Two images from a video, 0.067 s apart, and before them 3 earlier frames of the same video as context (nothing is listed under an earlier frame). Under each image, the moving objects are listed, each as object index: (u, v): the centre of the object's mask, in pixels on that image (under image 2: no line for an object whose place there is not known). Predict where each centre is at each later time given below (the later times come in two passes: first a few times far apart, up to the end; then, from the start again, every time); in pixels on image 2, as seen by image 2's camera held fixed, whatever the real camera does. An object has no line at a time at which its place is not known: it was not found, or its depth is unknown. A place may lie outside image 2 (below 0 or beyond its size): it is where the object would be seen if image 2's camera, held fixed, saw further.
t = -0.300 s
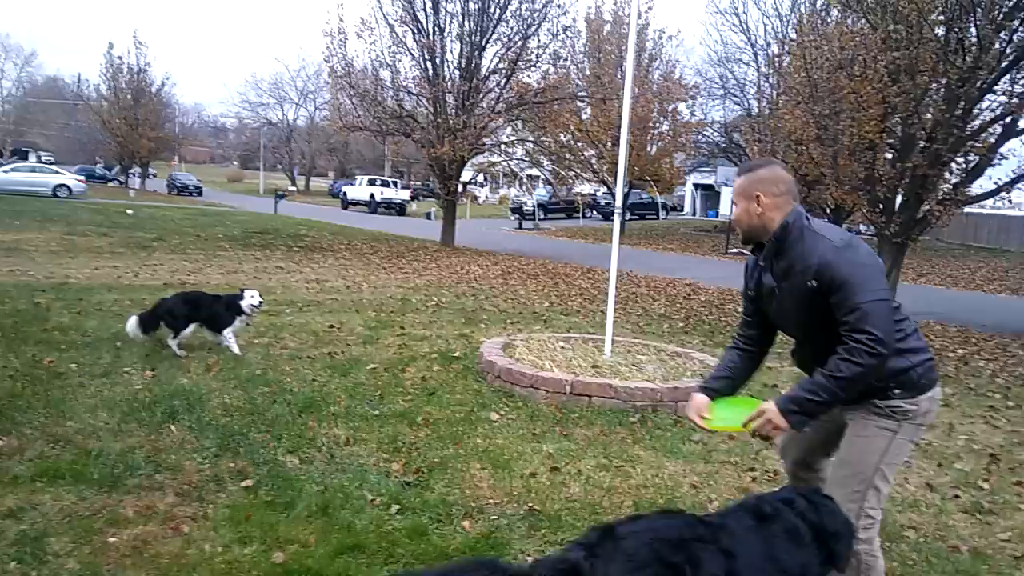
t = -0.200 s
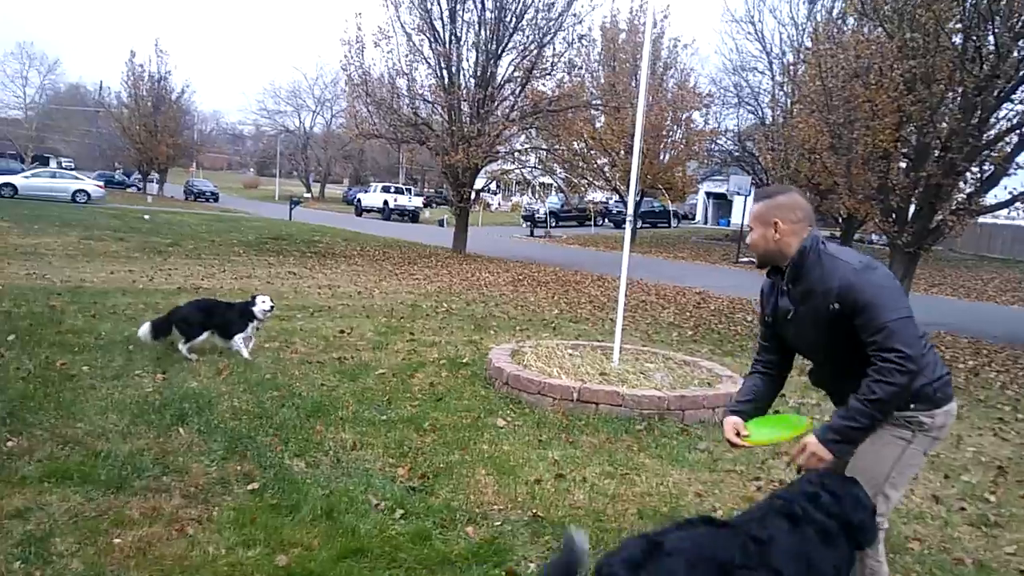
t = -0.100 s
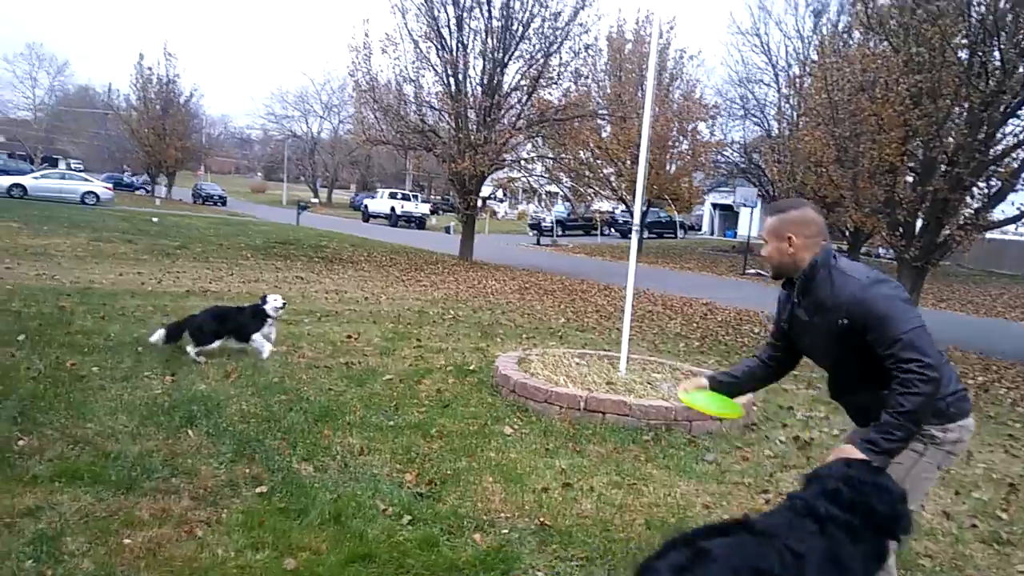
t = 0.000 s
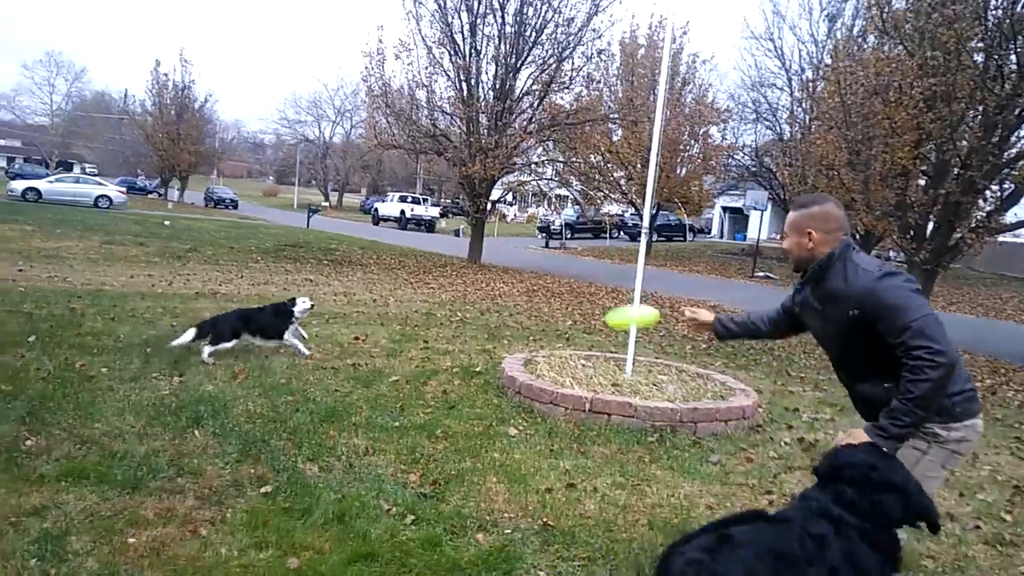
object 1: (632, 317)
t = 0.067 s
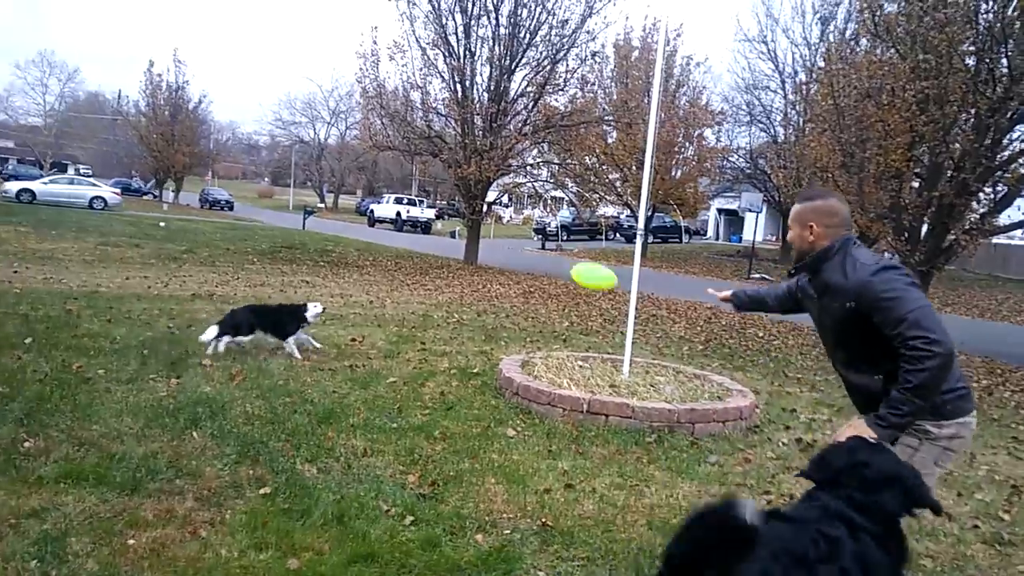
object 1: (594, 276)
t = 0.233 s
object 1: (535, 223)
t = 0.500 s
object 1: (482, 207)
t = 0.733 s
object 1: (452, 215)
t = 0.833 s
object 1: (442, 221)
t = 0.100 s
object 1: (581, 260)
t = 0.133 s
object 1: (566, 248)
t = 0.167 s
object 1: (554, 238)
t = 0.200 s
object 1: (545, 229)
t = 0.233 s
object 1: (535, 223)
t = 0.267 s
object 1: (526, 219)
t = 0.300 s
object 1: (519, 215)
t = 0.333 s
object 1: (513, 212)
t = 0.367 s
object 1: (503, 209)
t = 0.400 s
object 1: (498, 208)
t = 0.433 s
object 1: (492, 207)
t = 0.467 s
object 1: (485, 207)
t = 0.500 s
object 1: (482, 207)
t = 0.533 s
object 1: (477, 208)
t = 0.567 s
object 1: (472, 208)
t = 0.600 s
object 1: (468, 209)
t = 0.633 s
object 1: (464, 210)
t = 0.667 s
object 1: (459, 211)
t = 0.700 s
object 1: (455, 213)
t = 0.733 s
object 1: (452, 215)
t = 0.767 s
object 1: (449, 216)
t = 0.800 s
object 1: (445, 219)
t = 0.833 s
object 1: (442, 221)
